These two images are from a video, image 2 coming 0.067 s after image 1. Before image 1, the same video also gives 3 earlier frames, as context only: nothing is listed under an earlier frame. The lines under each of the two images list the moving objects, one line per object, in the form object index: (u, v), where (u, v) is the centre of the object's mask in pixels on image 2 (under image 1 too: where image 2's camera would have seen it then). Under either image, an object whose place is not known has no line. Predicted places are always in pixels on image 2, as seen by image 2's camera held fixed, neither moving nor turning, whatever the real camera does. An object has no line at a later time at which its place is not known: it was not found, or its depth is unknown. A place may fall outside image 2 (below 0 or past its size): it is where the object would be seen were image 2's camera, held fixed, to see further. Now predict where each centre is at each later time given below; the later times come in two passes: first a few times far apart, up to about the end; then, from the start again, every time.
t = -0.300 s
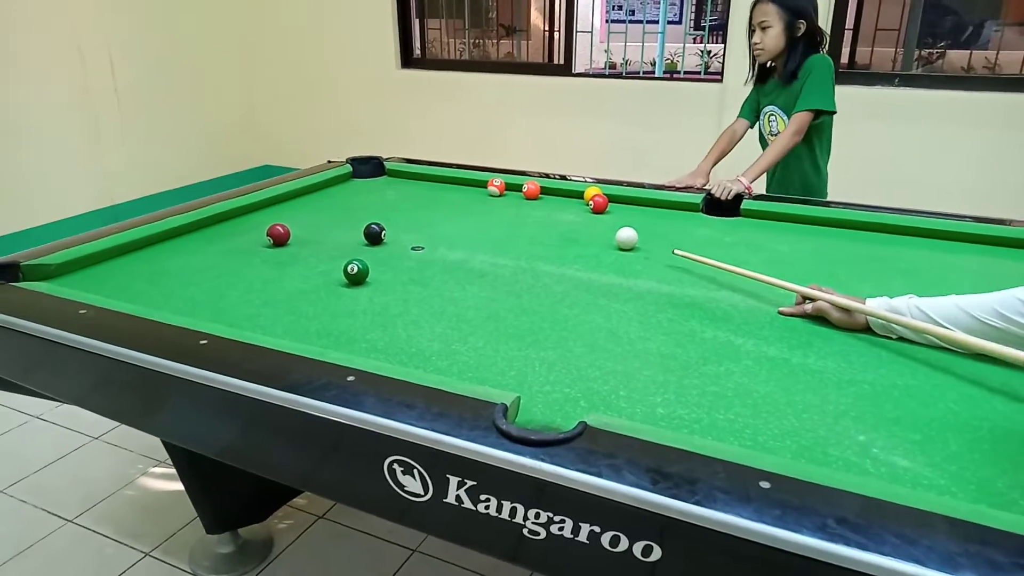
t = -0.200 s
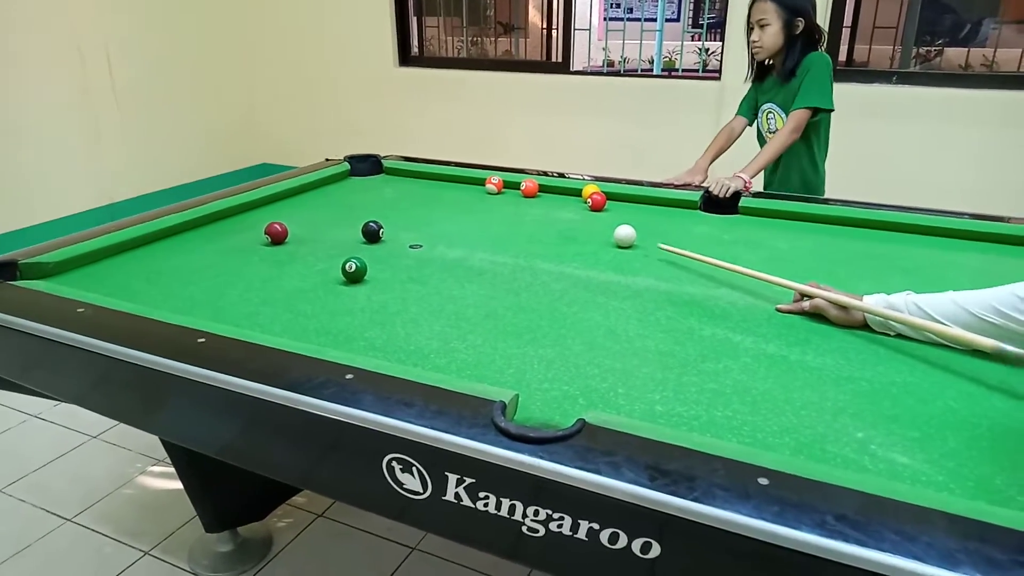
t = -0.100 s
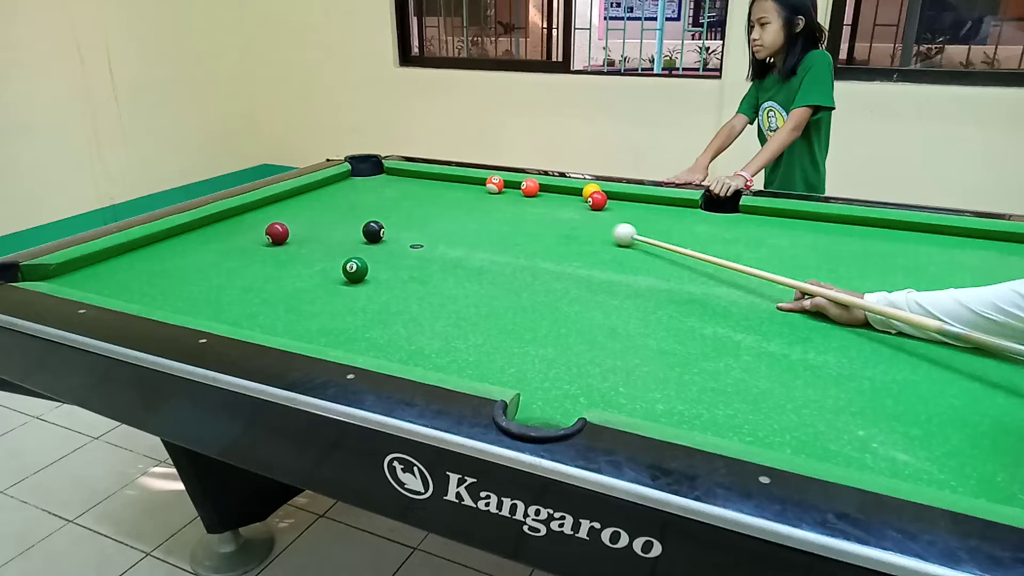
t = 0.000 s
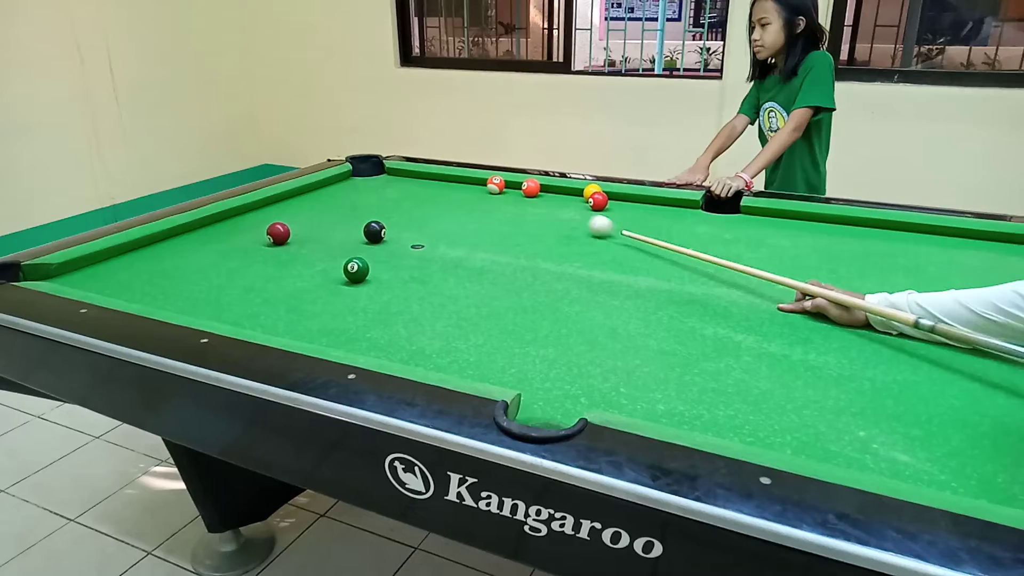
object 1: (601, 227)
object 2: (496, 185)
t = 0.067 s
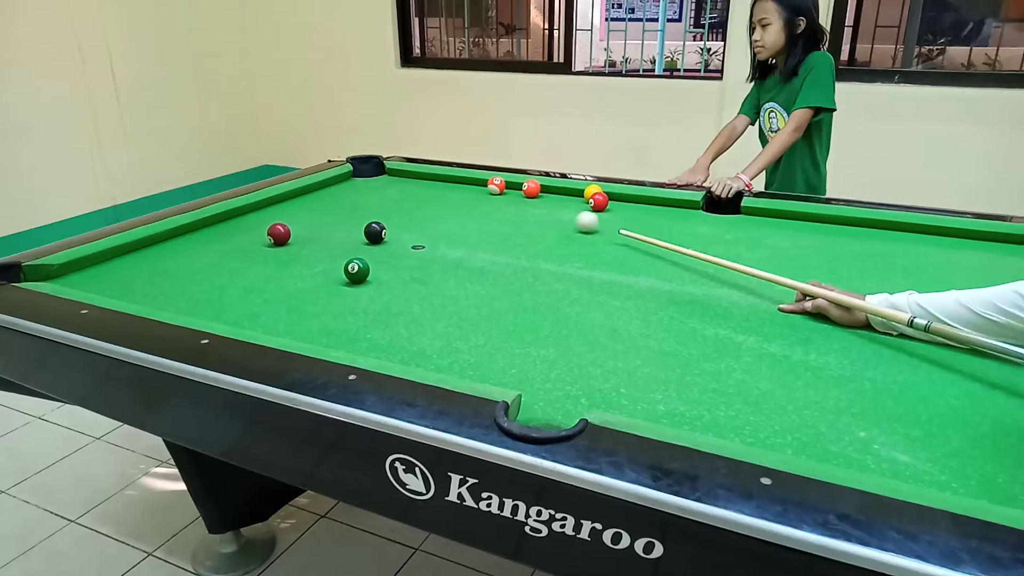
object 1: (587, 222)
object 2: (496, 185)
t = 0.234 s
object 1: (555, 211)
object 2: (496, 185)
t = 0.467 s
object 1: (517, 197)
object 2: (496, 185)
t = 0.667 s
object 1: (491, 190)
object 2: (496, 180)
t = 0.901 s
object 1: (463, 189)
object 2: (479, 184)
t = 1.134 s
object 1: (433, 190)
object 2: (466, 184)
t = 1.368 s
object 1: (405, 191)
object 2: (456, 184)
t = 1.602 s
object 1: (379, 191)
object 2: (447, 184)
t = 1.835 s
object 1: (354, 192)
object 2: (439, 184)
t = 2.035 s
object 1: (334, 193)
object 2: (434, 184)
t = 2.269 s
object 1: (312, 194)
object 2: (430, 184)
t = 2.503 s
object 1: (293, 194)
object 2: (427, 184)
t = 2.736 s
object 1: (297, 197)
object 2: (427, 184)
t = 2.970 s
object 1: (300, 200)
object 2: (428, 184)
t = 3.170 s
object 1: (302, 202)
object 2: (427, 184)
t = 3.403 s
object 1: (304, 203)
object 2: (427, 184)
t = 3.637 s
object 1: (306, 205)
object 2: (427, 184)
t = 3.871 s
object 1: (308, 206)
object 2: (427, 184)
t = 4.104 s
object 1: (308, 207)
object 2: (427, 184)
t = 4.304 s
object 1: (308, 207)
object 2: (428, 184)
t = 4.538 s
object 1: (308, 208)
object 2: (428, 184)
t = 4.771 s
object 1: (308, 208)
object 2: (428, 184)
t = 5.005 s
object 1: (308, 208)
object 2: (428, 184)
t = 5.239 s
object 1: (309, 208)
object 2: (429, 184)
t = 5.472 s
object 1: (309, 208)
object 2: (428, 184)
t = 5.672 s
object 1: (309, 208)
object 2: (428, 184)
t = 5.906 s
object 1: (309, 208)
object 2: (428, 184)
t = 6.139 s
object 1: (309, 208)
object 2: (428, 185)
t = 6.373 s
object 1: (308, 208)
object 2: (428, 184)
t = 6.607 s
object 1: (308, 208)
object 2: (428, 184)
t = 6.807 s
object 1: (309, 208)
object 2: (428, 184)
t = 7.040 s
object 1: (309, 208)
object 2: (428, 184)
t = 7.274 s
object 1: (309, 208)
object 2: (429, 184)
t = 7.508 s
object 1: (309, 208)
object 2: (429, 185)
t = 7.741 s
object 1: (310, 208)
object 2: (429, 184)
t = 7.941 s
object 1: (309, 208)
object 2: (429, 184)
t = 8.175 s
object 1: (309, 208)
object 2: (429, 185)
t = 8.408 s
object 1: (309, 208)
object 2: (428, 185)
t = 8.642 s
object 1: (308, 208)
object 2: (428, 184)
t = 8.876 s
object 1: (308, 208)
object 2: (428, 185)
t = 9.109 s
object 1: (308, 208)
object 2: (428, 185)
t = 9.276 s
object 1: (308, 208)
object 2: (428, 185)
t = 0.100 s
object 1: (580, 220)
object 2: (496, 185)
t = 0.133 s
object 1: (574, 217)
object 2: (496, 185)
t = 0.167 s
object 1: (568, 215)
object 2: (496, 185)
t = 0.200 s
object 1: (561, 213)
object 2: (496, 185)
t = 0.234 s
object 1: (555, 211)
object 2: (496, 185)
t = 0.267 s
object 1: (550, 209)
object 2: (496, 185)
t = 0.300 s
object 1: (544, 207)
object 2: (496, 185)
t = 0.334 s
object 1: (539, 205)
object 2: (496, 185)
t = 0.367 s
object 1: (533, 203)
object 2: (496, 185)
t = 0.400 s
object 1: (528, 201)
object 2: (496, 185)
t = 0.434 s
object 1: (523, 199)
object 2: (496, 185)
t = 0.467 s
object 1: (517, 197)
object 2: (496, 185)
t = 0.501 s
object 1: (513, 196)
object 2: (496, 185)
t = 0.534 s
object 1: (509, 194)
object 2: (495, 185)
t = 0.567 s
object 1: (504, 192)
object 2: (494, 184)
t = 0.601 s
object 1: (499, 190)
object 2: (494, 181)
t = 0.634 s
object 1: (495, 190)
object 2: (496, 180)
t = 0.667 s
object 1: (491, 190)
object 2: (496, 180)
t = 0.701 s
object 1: (488, 189)
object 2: (495, 180)
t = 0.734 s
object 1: (484, 189)
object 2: (492, 181)
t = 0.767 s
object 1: (480, 189)
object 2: (489, 182)
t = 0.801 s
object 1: (475, 189)
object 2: (487, 183)
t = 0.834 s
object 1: (471, 189)
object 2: (484, 184)
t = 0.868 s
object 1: (466, 189)
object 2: (481, 184)
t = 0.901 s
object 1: (463, 189)
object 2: (479, 184)
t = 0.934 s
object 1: (458, 189)
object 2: (477, 184)
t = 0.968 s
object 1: (454, 189)
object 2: (475, 184)
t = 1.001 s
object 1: (450, 190)
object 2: (473, 184)
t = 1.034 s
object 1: (445, 189)
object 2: (471, 184)
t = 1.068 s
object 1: (441, 190)
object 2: (470, 185)
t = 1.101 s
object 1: (437, 190)
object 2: (468, 184)
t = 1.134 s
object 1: (433, 190)
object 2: (466, 184)
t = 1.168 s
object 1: (429, 190)
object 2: (465, 184)
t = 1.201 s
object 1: (425, 190)
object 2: (463, 185)
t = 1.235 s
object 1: (421, 190)
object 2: (461, 184)
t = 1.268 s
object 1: (417, 191)
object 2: (460, 184)
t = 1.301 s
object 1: (413, 191)
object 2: (459, 185)
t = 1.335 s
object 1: (409, 191)
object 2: (457, 184)
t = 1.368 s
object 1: (405, 191)
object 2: (456, 184)
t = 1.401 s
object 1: (402, 191)
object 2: (454, 184)
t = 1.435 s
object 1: (398, 191)
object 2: (453, 184)
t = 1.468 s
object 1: (394, 191)
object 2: (452, 184)
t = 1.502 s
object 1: (390, 191)
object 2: (451, 184)
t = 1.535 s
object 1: (386, 191)
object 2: (449, 184)
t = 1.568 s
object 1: (383, 191)
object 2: (448, 184)
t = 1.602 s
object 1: (379, 191)
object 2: (447, 184)
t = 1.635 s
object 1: (375, 192)
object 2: (446, 184)
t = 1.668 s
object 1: (372, 192)
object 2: (444, 184)
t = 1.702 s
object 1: (368, 192)
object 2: (443, 184)
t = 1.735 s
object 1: (365, 192)
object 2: (442, 184)
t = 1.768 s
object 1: (361, 192)
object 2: (442, 184)
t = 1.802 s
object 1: (358, 192)
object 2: (440, 184)
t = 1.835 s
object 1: (354, 192)
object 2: (439, 184)
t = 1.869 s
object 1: (351, 193)
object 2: (438, 184)
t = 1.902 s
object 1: (348, 193)
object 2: (438, 184)
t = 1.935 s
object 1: (344, 193)
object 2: (437, 184)
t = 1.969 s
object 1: (341, 193)
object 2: (436, 184)
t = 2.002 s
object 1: (338, 193)
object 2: (435, 184)
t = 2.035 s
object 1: (334, 193)
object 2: (434, 184)
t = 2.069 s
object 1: (331, 193)
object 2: (434, 184)
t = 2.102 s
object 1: (328, 193)
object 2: (433, 184)
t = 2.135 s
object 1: (324, 193)
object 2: (432, 184)
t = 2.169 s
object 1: (321, 193)
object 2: (432, 184)
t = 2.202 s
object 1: (318, 194)
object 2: (431, 184)
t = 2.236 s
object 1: (315, 194)
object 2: (430, 184)
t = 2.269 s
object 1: (312, 194)
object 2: (430, 184)
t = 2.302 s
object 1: (309, 194)
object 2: (429, 184)
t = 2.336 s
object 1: (306, 194)
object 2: (429, 184)
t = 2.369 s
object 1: (304, 194)
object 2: (429, 184)
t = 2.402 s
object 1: (301, 194)
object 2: (428, 184)
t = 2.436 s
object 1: (298, 194)
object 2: (428, 184)
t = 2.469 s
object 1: (295, 194)
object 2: (428, 184)
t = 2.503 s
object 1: (293, 194)
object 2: (427, 184)
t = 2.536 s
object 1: (293, 195)
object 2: (427, 184)
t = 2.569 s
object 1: (293, 195)
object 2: (427, 184)
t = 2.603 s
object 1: (294, 195)
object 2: (426, 184)
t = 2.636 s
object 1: (295, 196)
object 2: (426, 184)
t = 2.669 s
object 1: (295, 196)
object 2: (426, 184)
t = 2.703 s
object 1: (296, 197)
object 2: (426, 184)
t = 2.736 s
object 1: (297, 197)
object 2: (427, 184)
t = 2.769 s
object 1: (297, 197)
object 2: (427, 184)
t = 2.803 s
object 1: (298, 198)
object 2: (427, 184)
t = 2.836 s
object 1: (298, 198)
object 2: (427, 184)
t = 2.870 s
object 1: (299, 198)
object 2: (427, 184)
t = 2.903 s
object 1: (299, 199)
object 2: (427, 184)
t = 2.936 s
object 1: (300, 199)
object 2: (427, 184)
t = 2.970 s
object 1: (300, 200)
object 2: (428, 184)
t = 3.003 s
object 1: (301, 200)
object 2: (428, 184)
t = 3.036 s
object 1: (301, 200)
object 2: (428, 184)
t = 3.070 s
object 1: (301, 201)
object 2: (428, 184)
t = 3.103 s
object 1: (302, 201)
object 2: (428, 184)
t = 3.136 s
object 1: (302, 201)
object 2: (427, 184)
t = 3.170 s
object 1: (302, 202)
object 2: (427, 184)
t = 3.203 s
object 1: (303, 202)
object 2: (427, 184)
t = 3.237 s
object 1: (303, 202)
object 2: (427, 184)
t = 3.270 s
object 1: (303, 203)
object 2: (427, 184)
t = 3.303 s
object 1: (303, 203)
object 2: (427, 184)
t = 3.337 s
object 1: (304, 203)
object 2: (427, 184)
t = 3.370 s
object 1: (304, 203)
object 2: (427, 184)
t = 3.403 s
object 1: (304, 203)
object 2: (427, 184)
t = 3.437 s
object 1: (304, 204)
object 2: (427, 184)
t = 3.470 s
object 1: (305, 204)
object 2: (427, 184)
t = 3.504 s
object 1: (305, 204)
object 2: (427, 184)
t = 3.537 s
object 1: (305, 204)
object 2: (427, 184)
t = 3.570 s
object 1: (306, 205)
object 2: (427, 184)
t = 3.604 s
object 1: (306, 205)
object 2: (427, 184)
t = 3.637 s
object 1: (306, 205)
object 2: (427, 184)
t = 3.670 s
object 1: (306, 205)
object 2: (427, 184)
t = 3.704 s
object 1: (306, 206)
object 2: (427, 184)
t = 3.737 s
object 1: (307, 206)
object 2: (428, 184)
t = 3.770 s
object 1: (307, 206)
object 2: (428, 184)
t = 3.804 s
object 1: (307, 206)
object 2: (428, 184)
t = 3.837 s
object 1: (308, 206)
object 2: (428, 184)
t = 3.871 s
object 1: (308, 206)
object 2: (427, 184)
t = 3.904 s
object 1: (308, 206)
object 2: (428, 184)
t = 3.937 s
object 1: (308, 206)
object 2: (427, 183)
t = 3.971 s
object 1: (308, 206)
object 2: (427, 183)
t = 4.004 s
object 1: (309, 206)
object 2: (428, 183)
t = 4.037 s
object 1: (308, 207)
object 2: (428, 184)
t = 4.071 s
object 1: (308, 207)
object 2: (427, 184)
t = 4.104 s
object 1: (308, 207)
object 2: (427, 184)
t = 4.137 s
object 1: (308, 207)
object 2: (427, 184)
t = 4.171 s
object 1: (308, 207)
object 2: (427, 184)
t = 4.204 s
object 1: (308, 208)
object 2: (427, 184)
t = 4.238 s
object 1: (308, 208)
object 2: (427, 184)
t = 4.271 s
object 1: (308, 207)
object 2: (427, 184)
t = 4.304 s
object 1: (308, 207)
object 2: (428, 184)
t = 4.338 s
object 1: (308, 207)
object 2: (428, 184)
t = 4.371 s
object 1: (308, 208)
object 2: (428, 184)
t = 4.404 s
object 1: (308, 208)
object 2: (428, 184)
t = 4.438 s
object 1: (308, 208)
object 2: (427, 184)
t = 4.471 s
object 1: (308, 208)
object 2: (428, 184)
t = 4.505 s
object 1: (308, 208)
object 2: (428, 184)
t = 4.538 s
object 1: (308, 208)
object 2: (428, 184)
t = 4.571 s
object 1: (308, 208)
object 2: (428, 184)
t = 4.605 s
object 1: (308, 208)
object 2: (428, 184)
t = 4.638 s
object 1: (308, 208)
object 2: (428, 184)
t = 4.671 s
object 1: (308, 208)
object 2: (428, 184)
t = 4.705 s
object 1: (308, 208)
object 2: (428, 184)
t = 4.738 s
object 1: (308, 208)
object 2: (428, 184)
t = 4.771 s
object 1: (308, 208)
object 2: (428, 184)
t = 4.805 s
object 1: (308, 208)
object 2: (428, 184)
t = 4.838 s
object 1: (308, 208)
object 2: (428, 184)
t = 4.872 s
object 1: (308, 208)
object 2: (428, 184)
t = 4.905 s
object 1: (308, 208)
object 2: (428, 184)
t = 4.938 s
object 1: (308, 208)
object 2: (428, 184)
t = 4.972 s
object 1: (308, 208)
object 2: (428, 184)
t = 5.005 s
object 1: (308, 208)
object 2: (428, 184)
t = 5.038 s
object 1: (309, 208)
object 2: (428, 184)
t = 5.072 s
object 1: (309, 208)
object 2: (428, 184)
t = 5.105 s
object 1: (309, 207)
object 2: (429, 184)
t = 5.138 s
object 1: (310, 208)
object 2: (429, 184)
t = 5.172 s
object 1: (310, 208)
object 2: (429, 184)
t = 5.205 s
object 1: (310, 208)
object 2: (429, 184)
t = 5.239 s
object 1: (309, 208)
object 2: (429, 184)
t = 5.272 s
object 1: (309, 208)
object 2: (428, 184)
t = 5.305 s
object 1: (309, 208)
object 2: (428, 184)
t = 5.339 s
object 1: (308, 208)
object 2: (428, 184)
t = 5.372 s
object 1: (309, 208)
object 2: (429, 184)
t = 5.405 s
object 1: (309, 208)
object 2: (428, 184)
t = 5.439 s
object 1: (309, 208)
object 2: (428, 184)
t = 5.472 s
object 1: (309, 208)
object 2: (428, 184)
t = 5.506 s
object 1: (309, 208)
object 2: (428, 184)
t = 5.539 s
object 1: (309, 207)
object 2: (428, 184)
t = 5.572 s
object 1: (309, 208)
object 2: (428, 184)
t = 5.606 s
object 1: (309, 208)
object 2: (428, 184)
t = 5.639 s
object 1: (309, 208)
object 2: (428, 184)
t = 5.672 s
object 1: (309, 208)
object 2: (428, 184)
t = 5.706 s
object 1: (309, 208)
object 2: (428, 184)
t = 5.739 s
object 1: (309, 208)
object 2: (428, 184)
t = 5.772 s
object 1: (309, 208)
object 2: (428, 184)
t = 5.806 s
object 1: (309, 208)
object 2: (428, 184)
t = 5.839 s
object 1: (309, 208)
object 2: (428, 184)
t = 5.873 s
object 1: (309, 208)
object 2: (428, 184)
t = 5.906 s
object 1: (309, 208)
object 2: (428, 184)
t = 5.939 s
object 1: (309, 208)
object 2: (428, 184)
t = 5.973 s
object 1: (309, 208)
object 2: (428, 184)
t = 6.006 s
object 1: (309, 208)
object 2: (428, 184)
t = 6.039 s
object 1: (310, 207)
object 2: (428, 184)
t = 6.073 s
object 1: (309, 207)
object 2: (428, 184)
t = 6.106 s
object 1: (309, 207)
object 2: (428, 184)
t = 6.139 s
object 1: (309, 208)
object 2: (428, 185)
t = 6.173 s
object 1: (309, 208)
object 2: (428, 184)
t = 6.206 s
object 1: (309, 208)
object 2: (428, 184)
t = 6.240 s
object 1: (308, 208)
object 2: (428, 184)
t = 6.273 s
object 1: (308, 208)
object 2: (428, 184)
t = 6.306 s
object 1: (308, 208)
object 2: (428, 185)
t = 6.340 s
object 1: (308, 208)
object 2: (428, 184)
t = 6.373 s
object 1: (308, 208)
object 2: (428, 184)
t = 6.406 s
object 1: (308, 208)
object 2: (428, 184)
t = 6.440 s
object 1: (308, 208)
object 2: (428, 184)
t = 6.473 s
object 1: (308, 208)
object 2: (428, 184)
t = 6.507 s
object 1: (308, 208)
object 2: (428, 184)
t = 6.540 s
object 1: (308, 208)
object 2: (428, 184)
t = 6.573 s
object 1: (308, 208)
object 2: (428, 184)
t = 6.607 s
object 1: (308, 208)
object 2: (428, 184)
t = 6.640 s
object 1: (308, 208)
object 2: (428, 184)
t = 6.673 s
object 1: (308, 208)
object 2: (428, 184)
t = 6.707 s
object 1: (308, 208)
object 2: (428, 184)
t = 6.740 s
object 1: (308, 208)
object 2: (428, 185)
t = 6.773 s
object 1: (309, 208)
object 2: (428, 185)
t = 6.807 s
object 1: (309, 208)
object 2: (428, 184)
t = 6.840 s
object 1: (309, 208)
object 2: (428, 185)
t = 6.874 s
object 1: (309, 208)
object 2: (428, 184)
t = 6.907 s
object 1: (309, 208)
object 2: (428, 185)
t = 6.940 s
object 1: (309, 208)
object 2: (428, 185)
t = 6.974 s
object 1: (309, 208)
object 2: (428, 185)
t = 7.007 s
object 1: (309, 208)
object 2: (428, 185)
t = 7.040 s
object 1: (309, 208)
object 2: (428, 184)
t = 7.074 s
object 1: (309, 208)
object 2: (428, 185)
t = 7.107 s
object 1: (309, 208)
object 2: (428, 184)
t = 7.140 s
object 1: (309, 208)
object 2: (428, 184)
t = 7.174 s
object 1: (309, 208)
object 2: (428, 184)
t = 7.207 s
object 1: (309, 208)
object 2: (428, 185)
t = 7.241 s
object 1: (309, 208)
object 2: (429, 184)
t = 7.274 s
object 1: (309, 208)
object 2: (429, 184)
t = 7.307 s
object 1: (309, 208)
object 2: (429, 184)
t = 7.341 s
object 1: (309, 208)
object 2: (429, 184)
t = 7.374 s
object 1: (309, 208)
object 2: (429, 184)
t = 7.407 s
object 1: (309, 208)
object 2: (428, 185)
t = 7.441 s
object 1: (309, 208)
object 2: (429, 185)
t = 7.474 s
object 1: (309, 208)
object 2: (429, 185)
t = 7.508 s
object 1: (309, 208)
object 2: (429, 185)
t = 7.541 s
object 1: (309, 208)
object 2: (429, 185)
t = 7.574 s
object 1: (310, 208)
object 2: (429, 185)
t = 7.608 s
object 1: (310, 208)
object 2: (429, 185)
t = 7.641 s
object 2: (430, 185)
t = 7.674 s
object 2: (430, 185)
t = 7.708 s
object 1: (311, 208)
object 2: (430, 185)
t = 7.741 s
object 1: (310, 208)
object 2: (429, 184)
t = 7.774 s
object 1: (309, 208)
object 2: (429, 184)
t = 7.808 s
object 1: (309, 208)
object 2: (429, 184)
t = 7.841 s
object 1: (309, 208)
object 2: (428, 184)
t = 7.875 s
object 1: (309, 208)
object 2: (428, 184)
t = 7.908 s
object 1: (309, 208)
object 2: (429, 184)
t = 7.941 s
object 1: (309, 208)
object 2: (429, 184)
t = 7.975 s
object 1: (309, 208)
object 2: (429, 185)
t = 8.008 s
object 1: (309, 208)
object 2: (429, 185)
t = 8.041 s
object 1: (309, 208)
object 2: (429, 184)
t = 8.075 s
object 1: (309, 208)
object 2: (429, 184)
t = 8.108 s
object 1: (309, 208)
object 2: (429, 185)
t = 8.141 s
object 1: (309, 208)
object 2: (429, 185)
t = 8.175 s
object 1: (309, 208)
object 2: (429, 185)
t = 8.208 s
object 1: (309, 208)
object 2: (429, 184)
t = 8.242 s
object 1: (309, 208)
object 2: (428, 185)
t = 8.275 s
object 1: (309, 208)
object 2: (428, 184)
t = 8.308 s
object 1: (309, 208)
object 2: (428, 184)
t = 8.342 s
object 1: (309, 208)
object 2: (428, 185)
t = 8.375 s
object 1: (309, 208)
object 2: (428, 184)
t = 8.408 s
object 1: (309, 208)
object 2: (428, 185)
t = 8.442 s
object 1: (309, 208)
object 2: (428, 184)
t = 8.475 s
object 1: (309, 208)
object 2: (429, 185)
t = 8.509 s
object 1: (309, 208)
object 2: (428, 185)
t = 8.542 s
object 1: (309, 208)
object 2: (428, 184)
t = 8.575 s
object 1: (308, 208)
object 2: (428, 184)
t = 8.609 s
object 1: (308, 208)
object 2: (428, 185)
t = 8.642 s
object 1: (308, 208)
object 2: (428, 184)
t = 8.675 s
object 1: (308, 208)
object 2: (428, 184)
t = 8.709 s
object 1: (308, 208)
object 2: (428, 185)
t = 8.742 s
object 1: (308, 208)
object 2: (428, 184)
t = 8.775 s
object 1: (308, 208)
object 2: (428, 184)
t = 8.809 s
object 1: (308, 208)
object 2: (428, 185)
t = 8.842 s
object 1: (308, 208)
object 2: (428, 185)
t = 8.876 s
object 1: (308, 208)
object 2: (428, 185)
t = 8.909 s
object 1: (308, 208)
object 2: (428, 184)
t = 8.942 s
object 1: (308, 208)
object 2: (428, 185)
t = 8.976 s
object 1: (308, 208)
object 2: (428, 185)
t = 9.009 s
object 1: (308, 208)
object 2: (428, 185)
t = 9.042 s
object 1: (308, 208)
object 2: (428, 185)
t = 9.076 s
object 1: (308, 208)
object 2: (428, 185)
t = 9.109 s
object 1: (308, 208)
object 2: (428, 185)
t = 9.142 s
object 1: (308, 208)
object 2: (428, 185)
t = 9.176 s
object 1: (308, 208)
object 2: (428, 185)
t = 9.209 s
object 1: (308, 208)
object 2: (428, 185)
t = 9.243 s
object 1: (308, 208)
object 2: (428, 185)
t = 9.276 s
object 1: (308, 208)
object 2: (428, 185)
